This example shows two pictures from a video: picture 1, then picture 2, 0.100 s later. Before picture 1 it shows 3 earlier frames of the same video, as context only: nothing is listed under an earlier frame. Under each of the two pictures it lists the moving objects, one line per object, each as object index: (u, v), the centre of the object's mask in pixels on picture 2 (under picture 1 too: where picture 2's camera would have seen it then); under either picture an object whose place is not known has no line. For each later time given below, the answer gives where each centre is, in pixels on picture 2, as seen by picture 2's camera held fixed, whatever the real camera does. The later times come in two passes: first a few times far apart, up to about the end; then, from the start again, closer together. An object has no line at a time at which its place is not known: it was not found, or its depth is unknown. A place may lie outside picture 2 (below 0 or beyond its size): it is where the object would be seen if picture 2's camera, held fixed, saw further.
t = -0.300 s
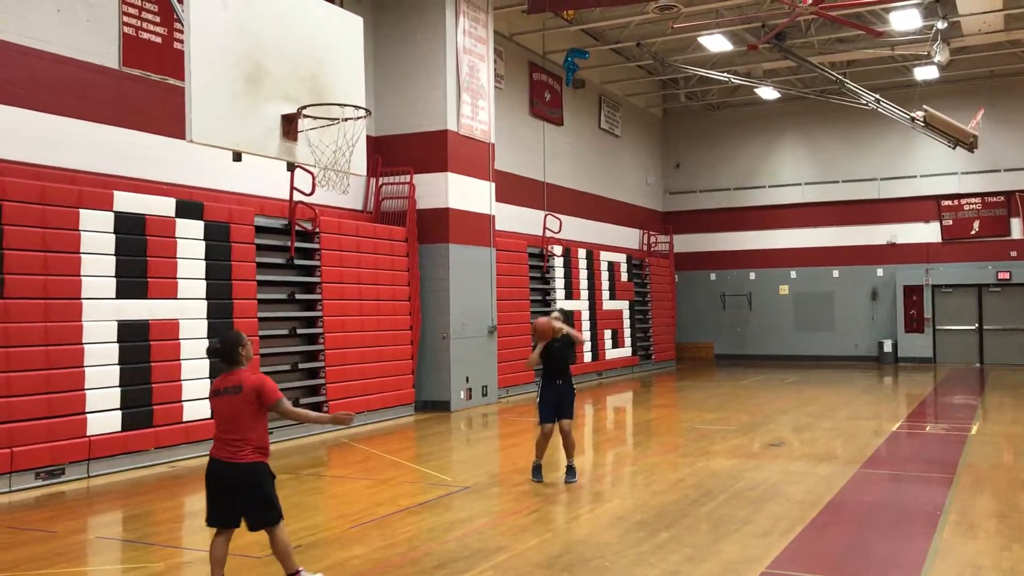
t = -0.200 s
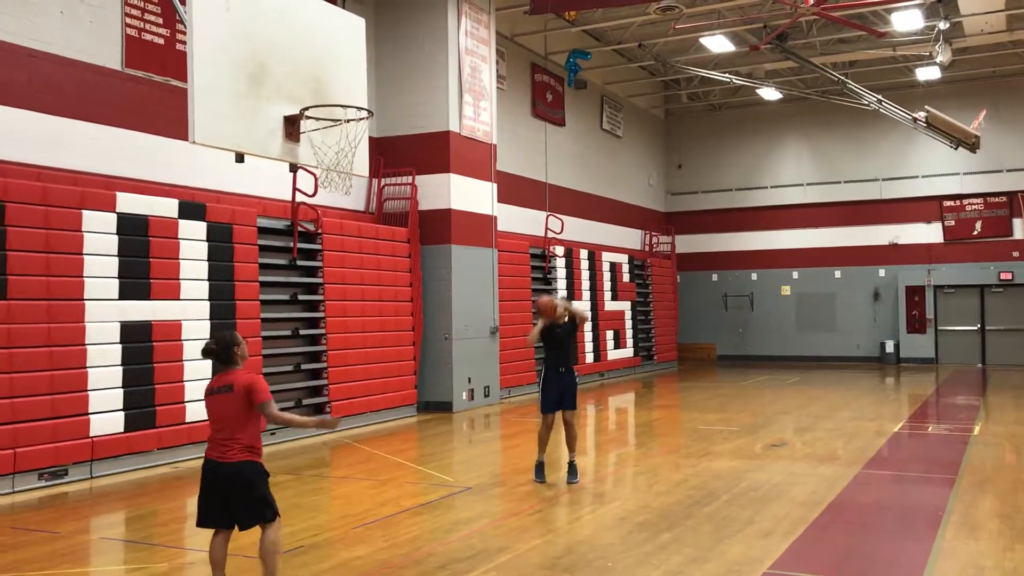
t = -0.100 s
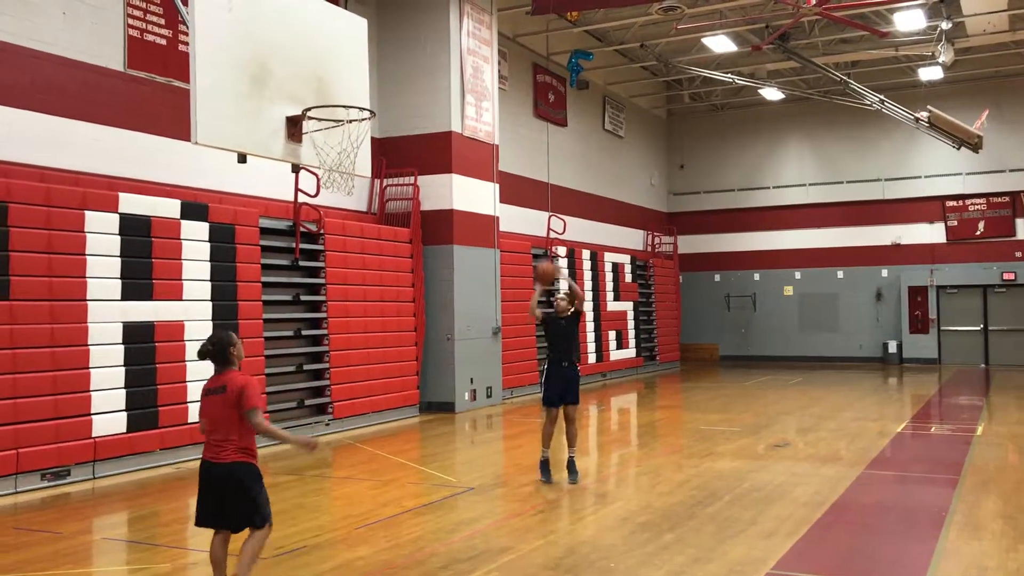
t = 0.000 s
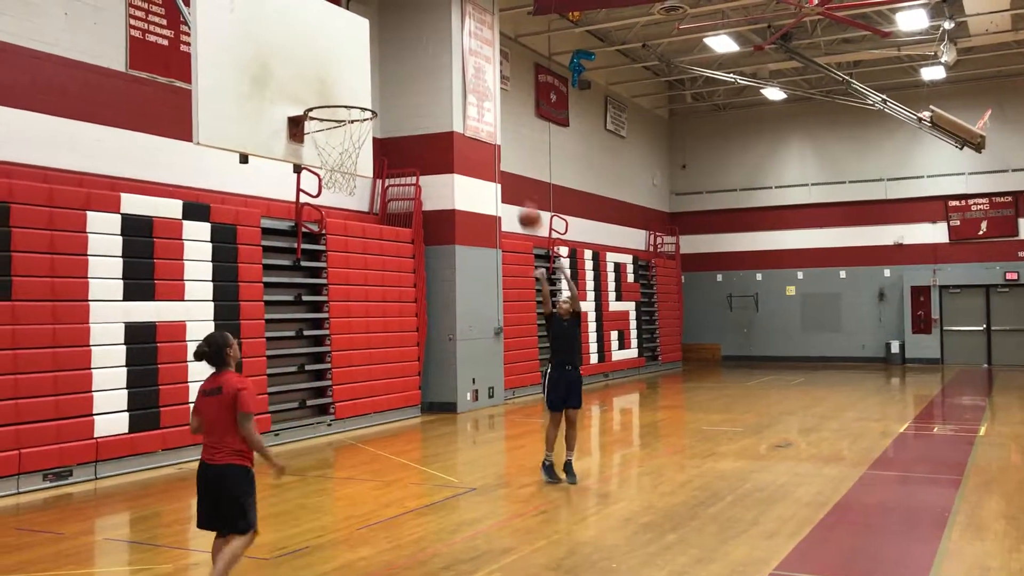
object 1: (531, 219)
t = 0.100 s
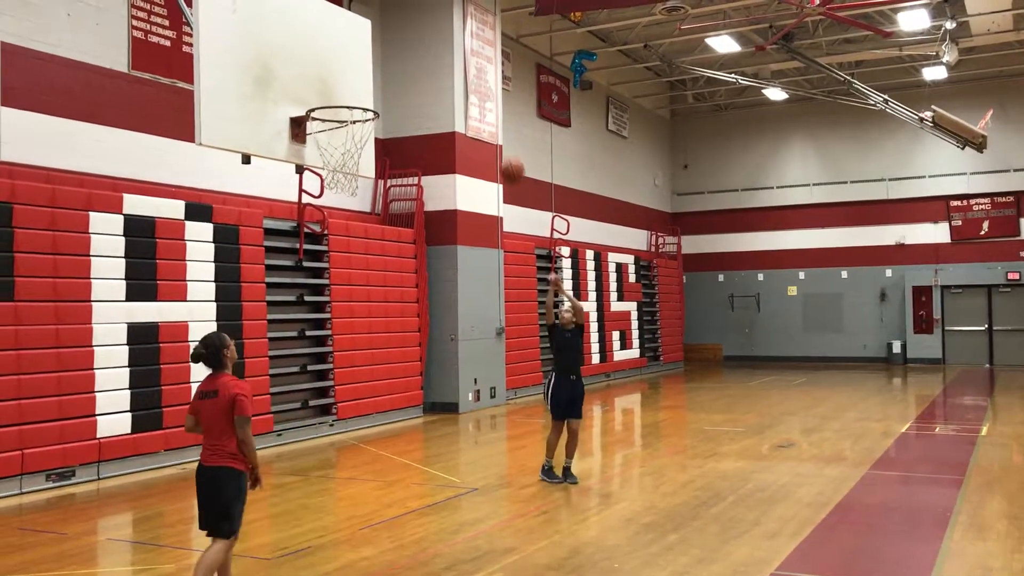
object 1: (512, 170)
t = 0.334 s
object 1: (462, 87)
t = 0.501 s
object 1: (422, 58)
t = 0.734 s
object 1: (356, 76)
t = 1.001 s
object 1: (384, 140)
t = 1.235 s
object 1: (388, 156)
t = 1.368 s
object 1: (381, 203)
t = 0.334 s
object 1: (462, 87)
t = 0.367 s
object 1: (455, 80)
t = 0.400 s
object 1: (447, 72)
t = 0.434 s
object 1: (439, 66)
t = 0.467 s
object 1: (431, 62)
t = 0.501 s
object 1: (422, 58)
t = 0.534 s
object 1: (414, 56)
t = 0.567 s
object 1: (405, 56)
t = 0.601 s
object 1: (396, 57)
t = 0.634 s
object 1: (387, 59)
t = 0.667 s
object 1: (377, 63)
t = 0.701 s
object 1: (367, 69)
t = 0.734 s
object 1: (356, 76)
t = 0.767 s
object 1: (346, 85)
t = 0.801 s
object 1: (335, 95)
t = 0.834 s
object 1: (324, 108)
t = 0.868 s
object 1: (335, 118)
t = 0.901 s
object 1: (353, 127)
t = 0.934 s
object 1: (369, 136)
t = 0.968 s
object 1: (379, 140)
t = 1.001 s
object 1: (384, 140)
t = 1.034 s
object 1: (387, 141)
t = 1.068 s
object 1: (389, 141)
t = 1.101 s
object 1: (392, 145)
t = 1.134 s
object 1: (392, 147)
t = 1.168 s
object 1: (392, 150)
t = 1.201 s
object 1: (391, 154)
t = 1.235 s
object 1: (388, 156)
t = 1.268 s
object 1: (387, 162)
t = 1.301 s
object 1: (385, 178)
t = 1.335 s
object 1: (383, 190)
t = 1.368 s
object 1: (381, 203)
